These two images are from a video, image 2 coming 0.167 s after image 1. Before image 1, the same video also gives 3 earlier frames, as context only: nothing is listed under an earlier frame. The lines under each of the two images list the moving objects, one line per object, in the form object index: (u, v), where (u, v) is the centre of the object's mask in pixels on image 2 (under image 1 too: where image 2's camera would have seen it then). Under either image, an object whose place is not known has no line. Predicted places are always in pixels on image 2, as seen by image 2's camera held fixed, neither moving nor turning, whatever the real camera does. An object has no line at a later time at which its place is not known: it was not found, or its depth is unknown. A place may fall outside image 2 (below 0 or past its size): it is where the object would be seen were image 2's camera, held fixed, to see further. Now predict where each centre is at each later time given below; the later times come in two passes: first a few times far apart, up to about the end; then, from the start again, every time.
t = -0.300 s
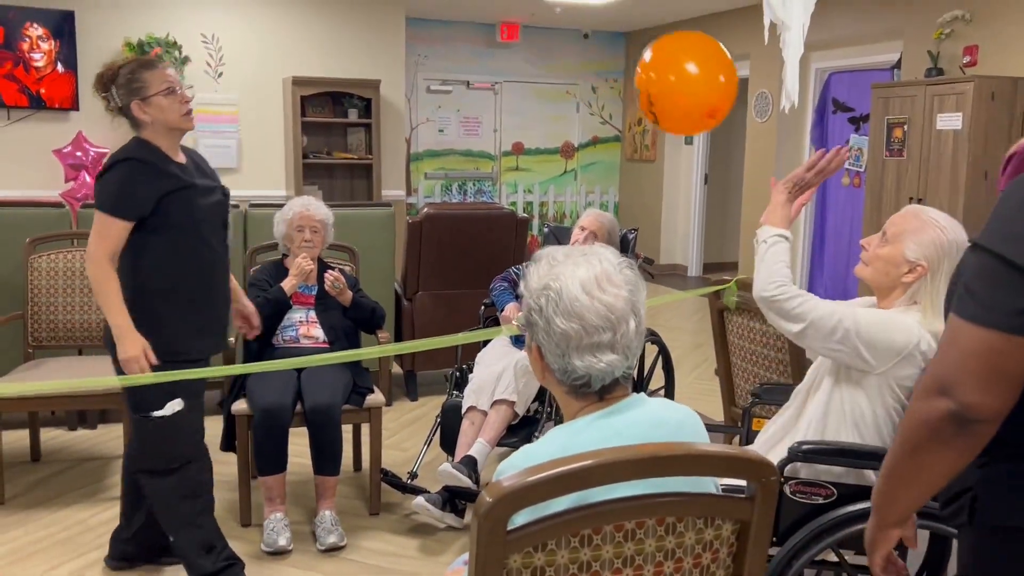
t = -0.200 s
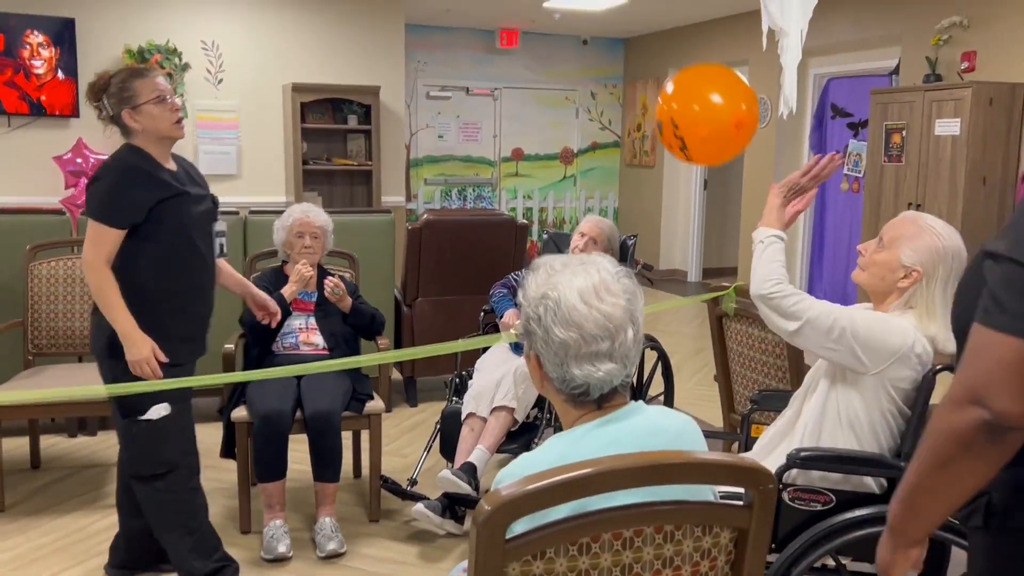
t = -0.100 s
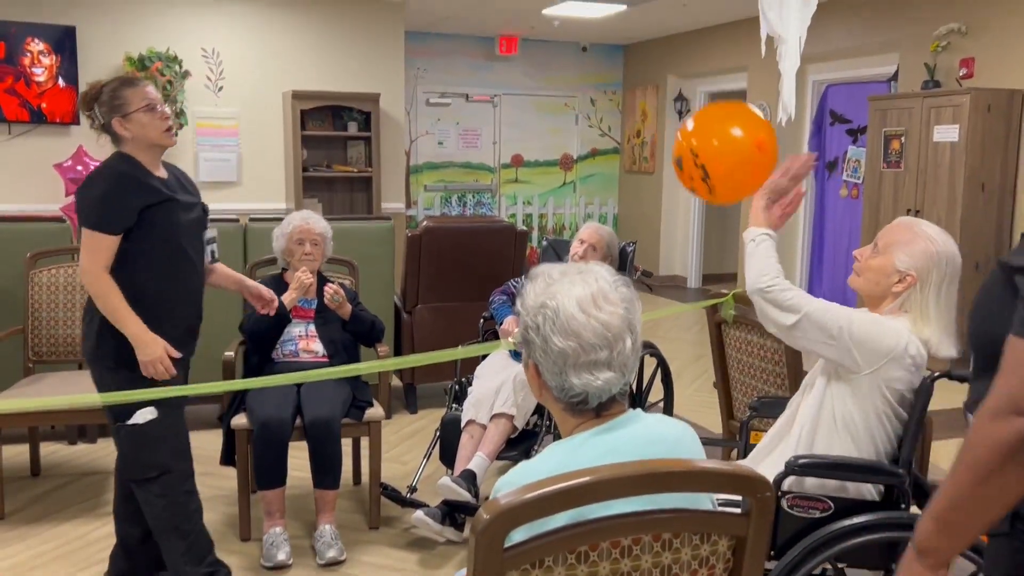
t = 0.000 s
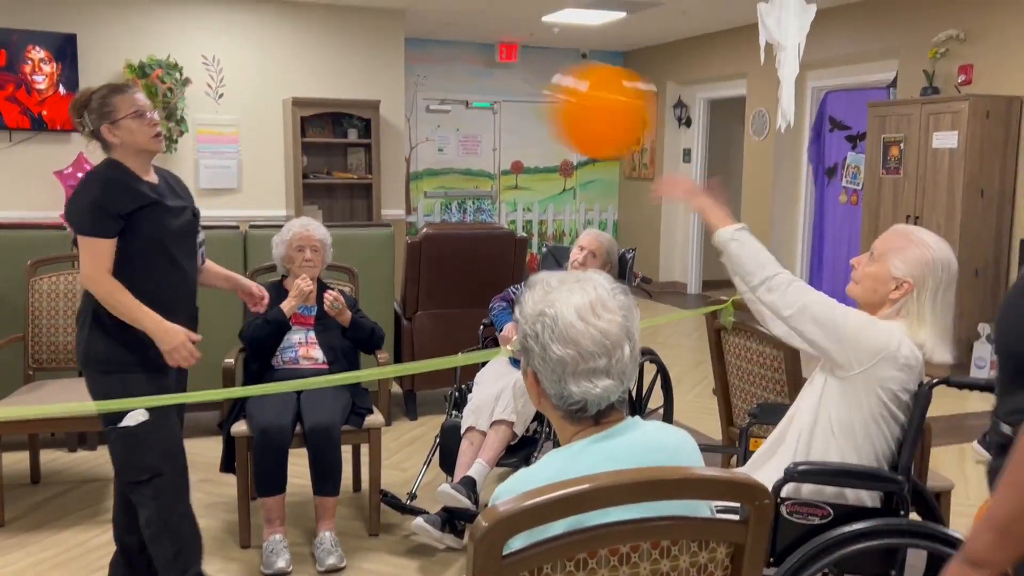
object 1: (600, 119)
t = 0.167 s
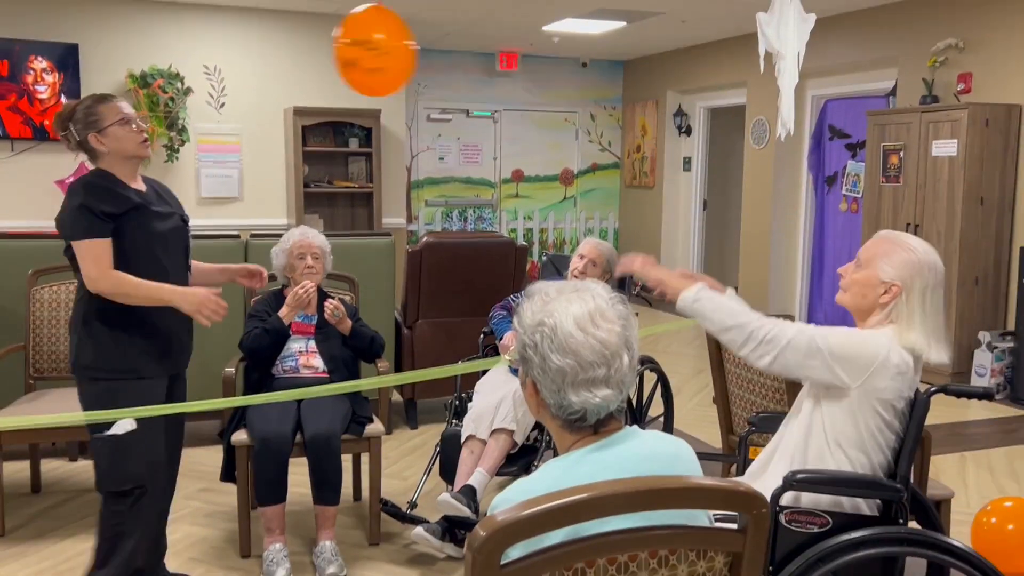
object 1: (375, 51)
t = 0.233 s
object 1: (343, 49)
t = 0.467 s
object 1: (284, 75)
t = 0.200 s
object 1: (356, 49)
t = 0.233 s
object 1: (343, 49)
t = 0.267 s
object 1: (331, 50)
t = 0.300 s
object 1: (321, 53)
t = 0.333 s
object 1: (313, 56)
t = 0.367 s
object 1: (305, 59)
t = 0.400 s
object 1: (298, 64)
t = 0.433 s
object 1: (291, 69)
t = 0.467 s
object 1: (284, 75)
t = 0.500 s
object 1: (277, 81)
